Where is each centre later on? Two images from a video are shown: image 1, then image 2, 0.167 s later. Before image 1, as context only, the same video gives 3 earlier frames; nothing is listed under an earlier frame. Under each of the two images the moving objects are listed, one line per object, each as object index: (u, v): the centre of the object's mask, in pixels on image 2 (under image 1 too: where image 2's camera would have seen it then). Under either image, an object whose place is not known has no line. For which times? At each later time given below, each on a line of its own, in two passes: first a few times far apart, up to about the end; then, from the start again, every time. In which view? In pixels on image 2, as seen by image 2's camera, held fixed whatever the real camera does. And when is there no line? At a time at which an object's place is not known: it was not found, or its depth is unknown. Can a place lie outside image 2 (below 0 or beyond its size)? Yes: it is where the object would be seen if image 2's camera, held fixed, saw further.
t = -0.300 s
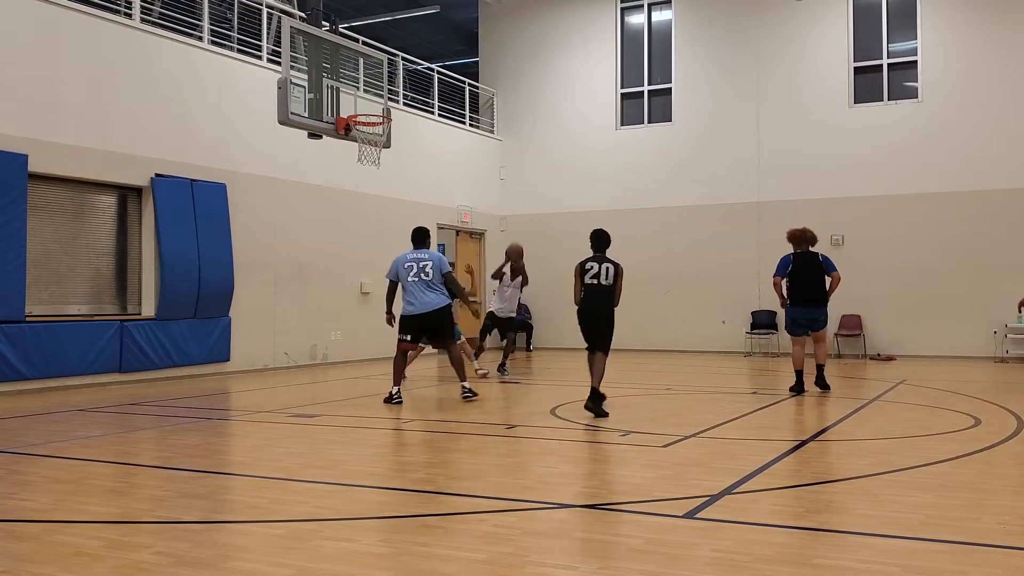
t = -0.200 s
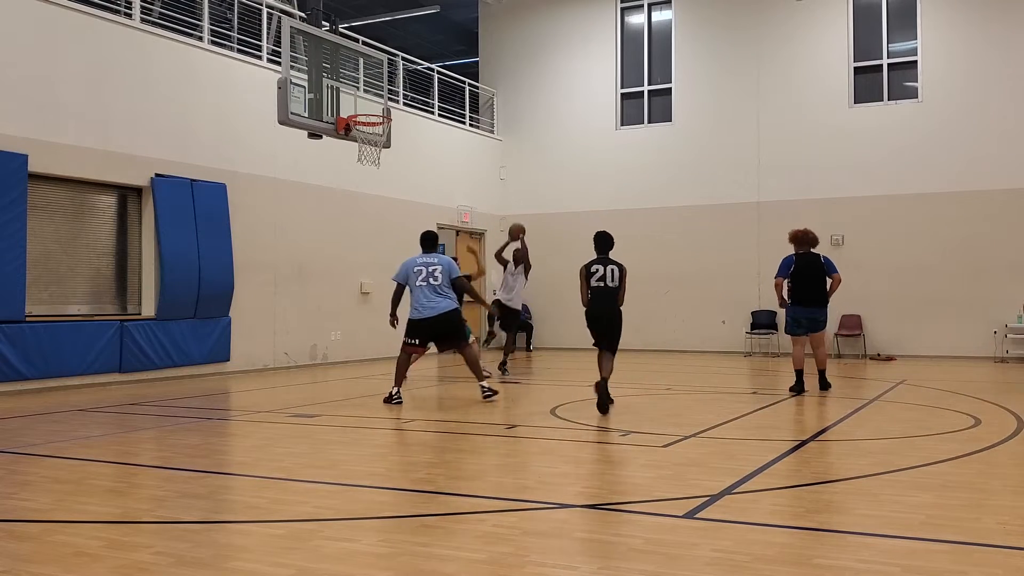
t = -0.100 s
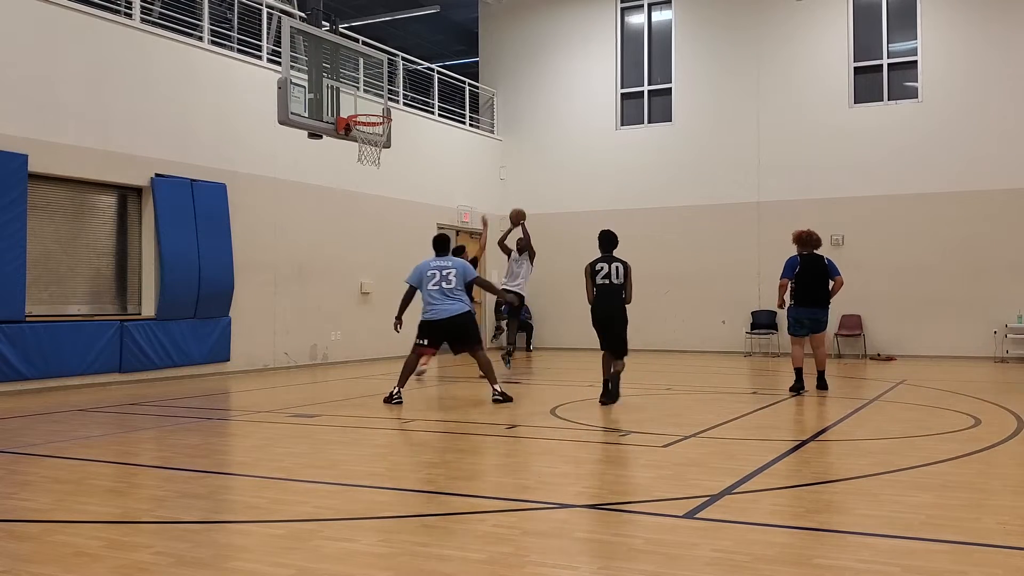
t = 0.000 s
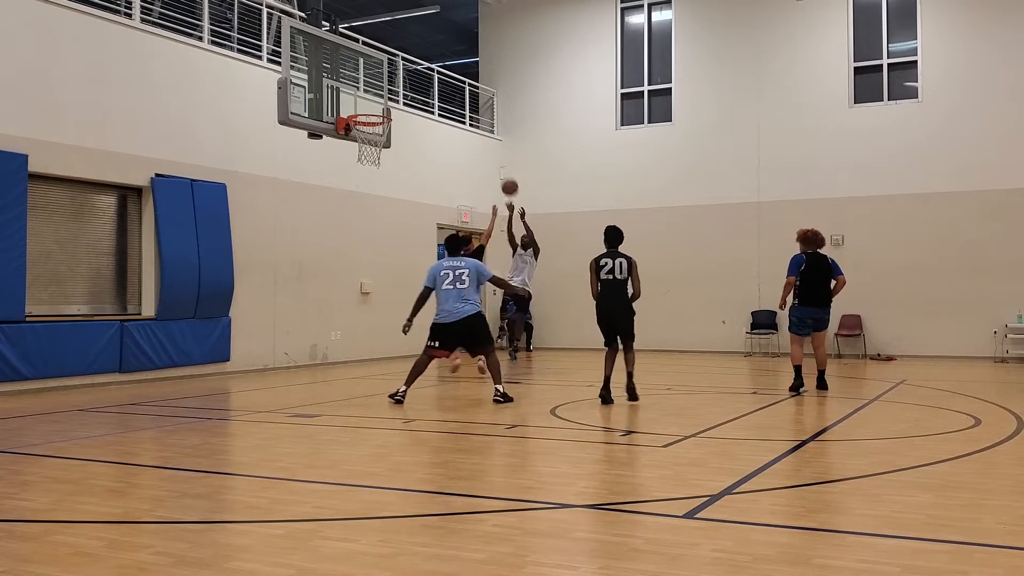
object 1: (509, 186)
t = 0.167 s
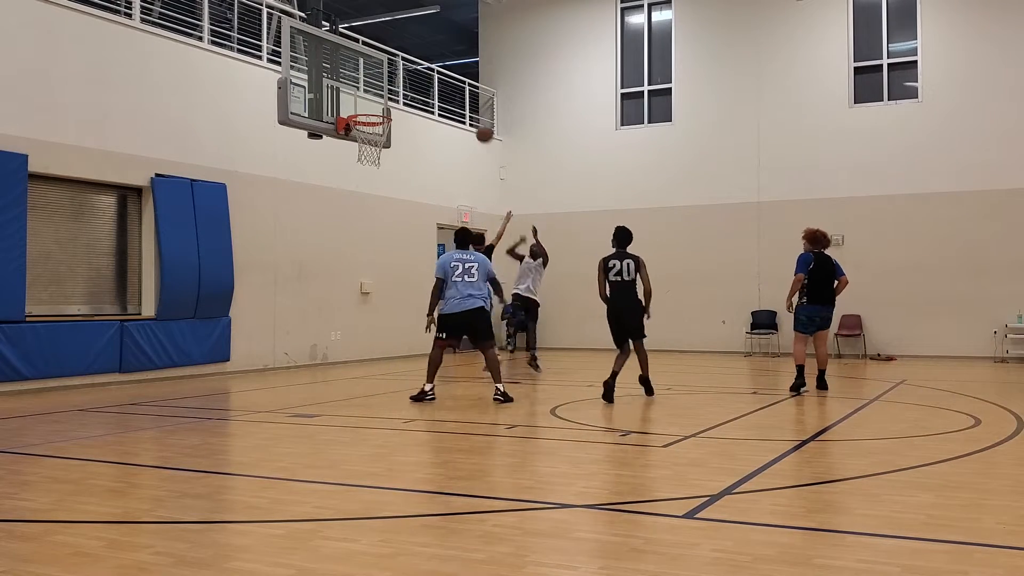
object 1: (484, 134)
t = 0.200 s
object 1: (478, 125)
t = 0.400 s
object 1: (445, 88)
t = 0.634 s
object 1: (402, 80)
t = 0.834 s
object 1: (362, 108)
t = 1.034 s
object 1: (390, 139)
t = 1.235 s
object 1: (399, 153)
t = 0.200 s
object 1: (478, 125)
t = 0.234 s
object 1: (473, 117)
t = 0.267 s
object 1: (469, 110)
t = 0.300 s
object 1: (462, 102)
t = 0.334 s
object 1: (456, 96)
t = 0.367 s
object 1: (451, 92)
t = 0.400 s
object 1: (445, 88)
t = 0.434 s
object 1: (439, 84)
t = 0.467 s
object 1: (433, 81)
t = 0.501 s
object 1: (427, 79)
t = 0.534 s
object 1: (422, 78)
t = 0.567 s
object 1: (415, 78)
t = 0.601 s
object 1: (409, 78)
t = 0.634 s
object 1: (402, 80)
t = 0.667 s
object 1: (397, 83)
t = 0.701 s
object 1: (390, 87)
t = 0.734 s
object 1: (383, 92)
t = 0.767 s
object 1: (376, 97)
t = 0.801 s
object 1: (369, 104)
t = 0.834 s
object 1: (362, 108)
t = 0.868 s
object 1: (361, 119)
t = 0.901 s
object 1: (367, 125)
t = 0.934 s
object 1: (375, 133)
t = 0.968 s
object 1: (382, 138)
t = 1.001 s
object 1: (387, 140)
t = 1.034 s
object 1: (390, 139)
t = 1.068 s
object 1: (392, 139)
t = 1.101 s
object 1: (393, 139)
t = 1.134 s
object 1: (395, 145)
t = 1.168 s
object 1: (396, 145)
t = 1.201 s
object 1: (398, 149)
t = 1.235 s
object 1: (399, 153)
